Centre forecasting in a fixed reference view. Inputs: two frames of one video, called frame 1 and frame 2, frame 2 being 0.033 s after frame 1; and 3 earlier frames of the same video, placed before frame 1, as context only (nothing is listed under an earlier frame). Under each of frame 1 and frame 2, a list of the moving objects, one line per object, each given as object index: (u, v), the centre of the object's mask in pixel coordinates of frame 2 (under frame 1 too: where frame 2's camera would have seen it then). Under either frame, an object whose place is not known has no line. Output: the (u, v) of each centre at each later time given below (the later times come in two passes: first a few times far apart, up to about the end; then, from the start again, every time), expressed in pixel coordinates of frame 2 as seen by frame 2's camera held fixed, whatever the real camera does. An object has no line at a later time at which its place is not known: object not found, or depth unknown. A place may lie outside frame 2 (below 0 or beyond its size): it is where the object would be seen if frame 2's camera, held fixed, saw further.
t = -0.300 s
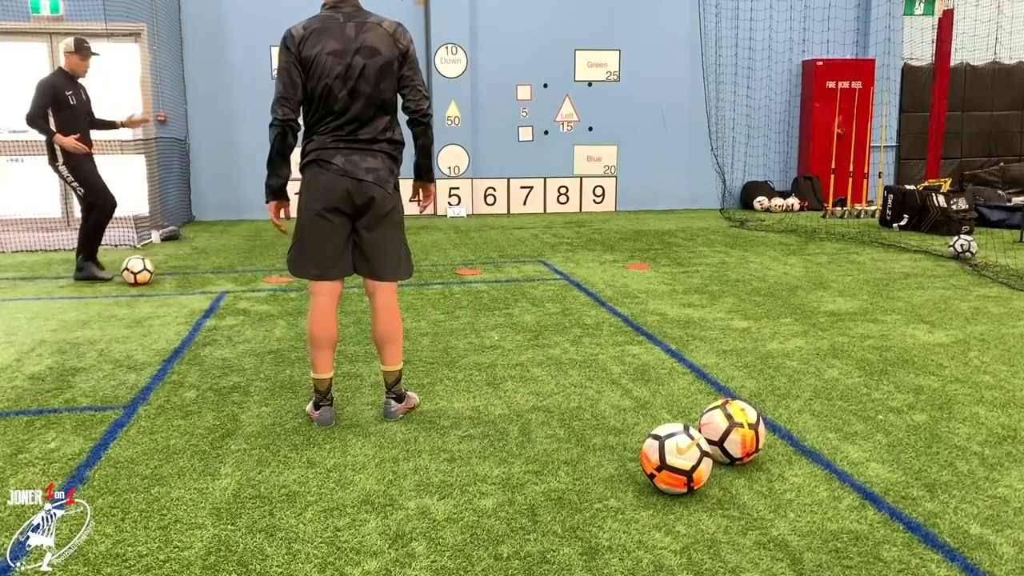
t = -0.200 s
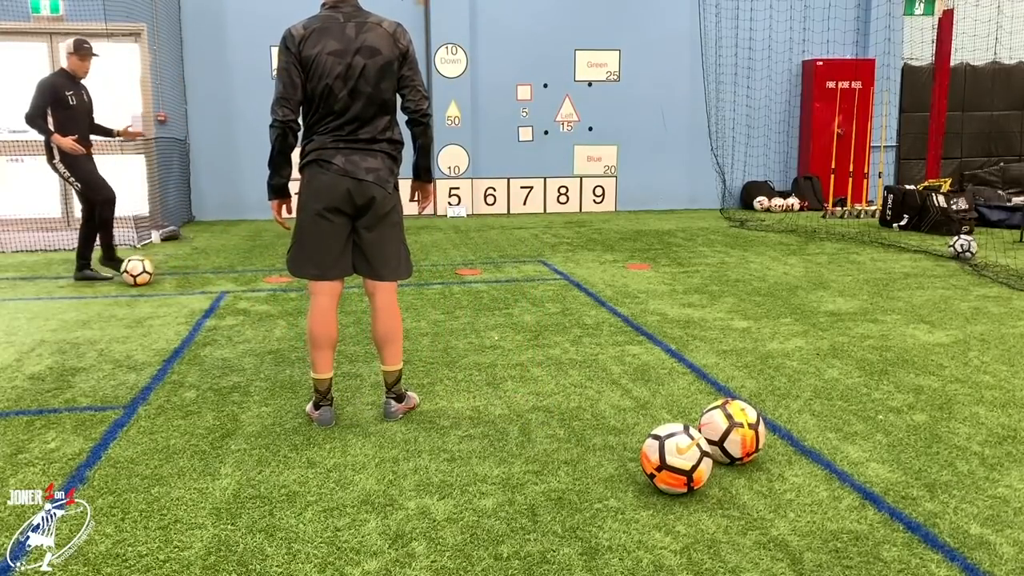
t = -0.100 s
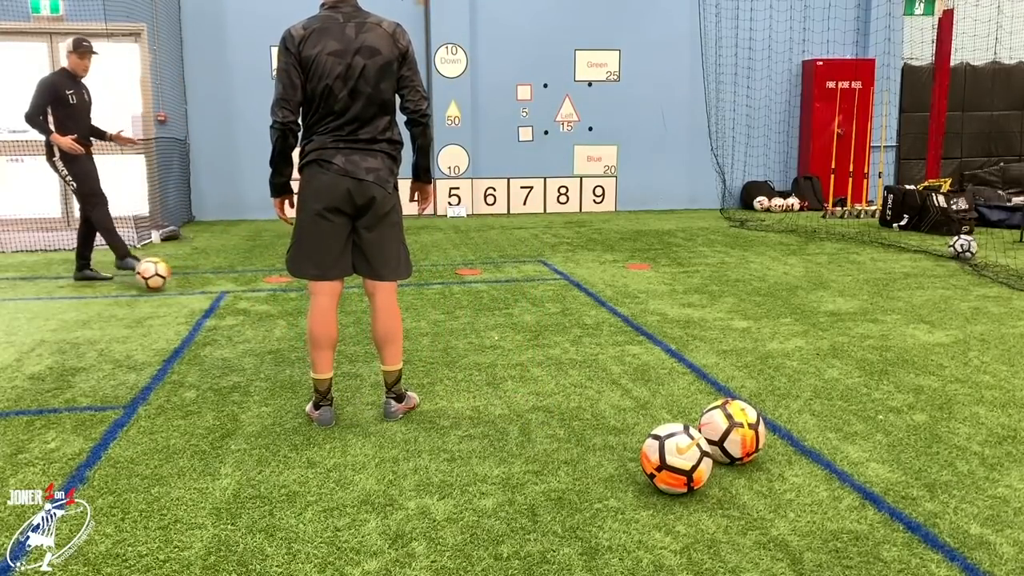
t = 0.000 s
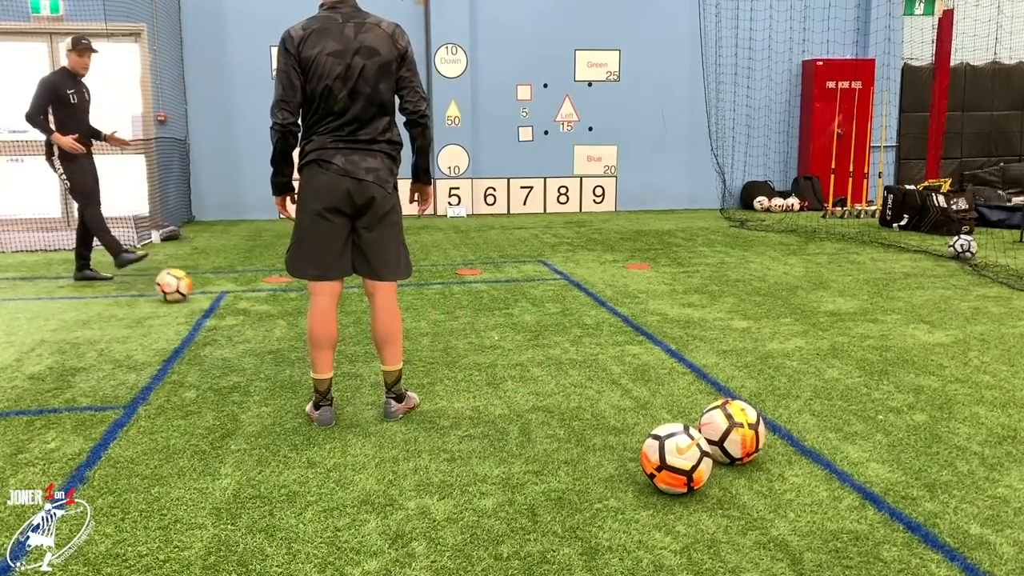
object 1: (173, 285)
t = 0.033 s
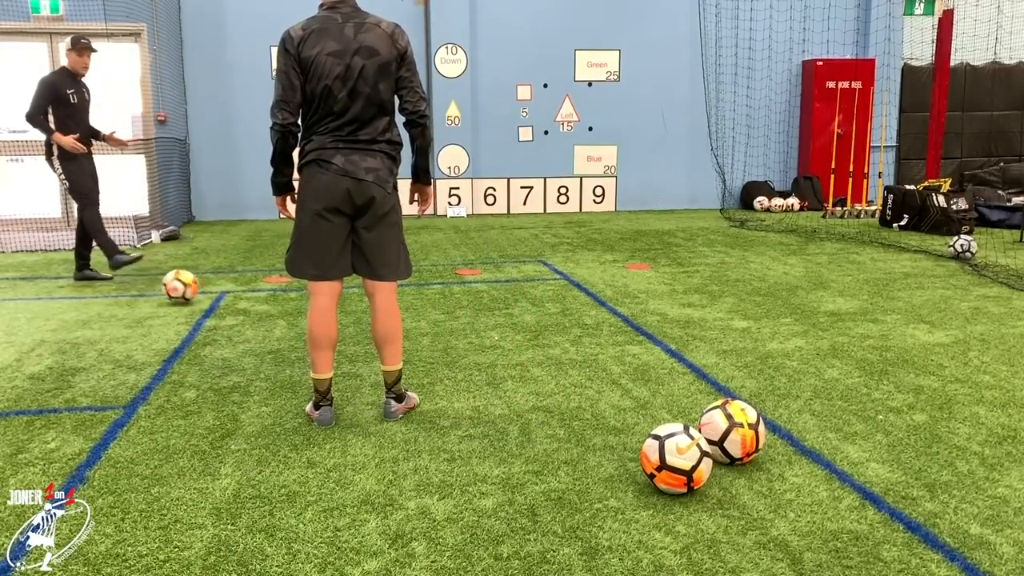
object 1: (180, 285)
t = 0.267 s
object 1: (226, 303)
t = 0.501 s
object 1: (274, 321)
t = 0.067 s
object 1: (187, 287)
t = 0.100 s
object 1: (193, 289)
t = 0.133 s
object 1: (199, 293)
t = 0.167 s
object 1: (207, 297)
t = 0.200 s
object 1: (212, 298)
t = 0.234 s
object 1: (219, 299)
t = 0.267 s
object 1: (226, 303)
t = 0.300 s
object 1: (232, 307)
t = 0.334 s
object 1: (238, 308)
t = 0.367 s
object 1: (245, 310)
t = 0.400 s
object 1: (251, 314)
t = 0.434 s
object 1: (259, 316)
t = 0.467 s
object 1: (266, 319)
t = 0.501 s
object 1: (274, 321)
